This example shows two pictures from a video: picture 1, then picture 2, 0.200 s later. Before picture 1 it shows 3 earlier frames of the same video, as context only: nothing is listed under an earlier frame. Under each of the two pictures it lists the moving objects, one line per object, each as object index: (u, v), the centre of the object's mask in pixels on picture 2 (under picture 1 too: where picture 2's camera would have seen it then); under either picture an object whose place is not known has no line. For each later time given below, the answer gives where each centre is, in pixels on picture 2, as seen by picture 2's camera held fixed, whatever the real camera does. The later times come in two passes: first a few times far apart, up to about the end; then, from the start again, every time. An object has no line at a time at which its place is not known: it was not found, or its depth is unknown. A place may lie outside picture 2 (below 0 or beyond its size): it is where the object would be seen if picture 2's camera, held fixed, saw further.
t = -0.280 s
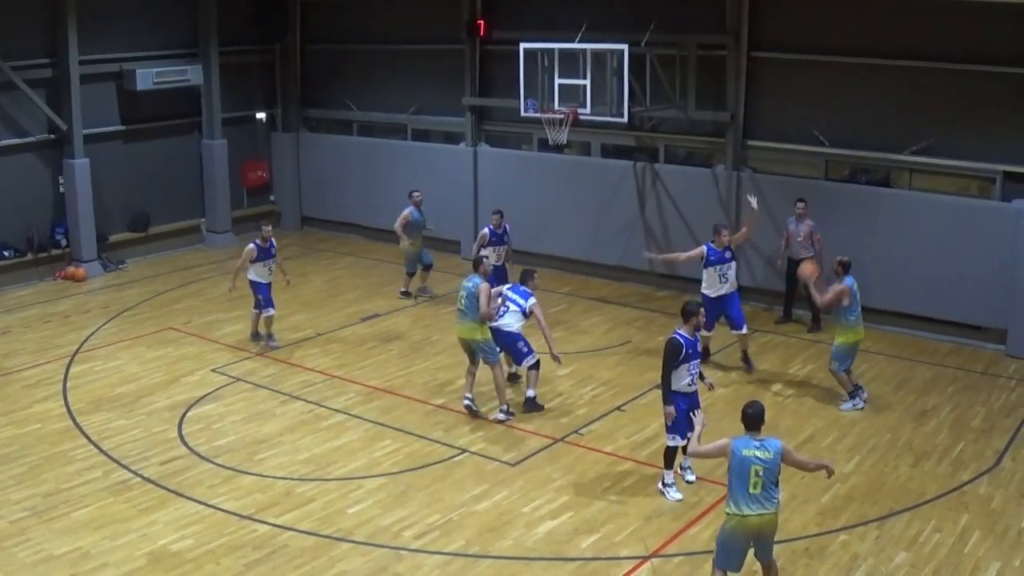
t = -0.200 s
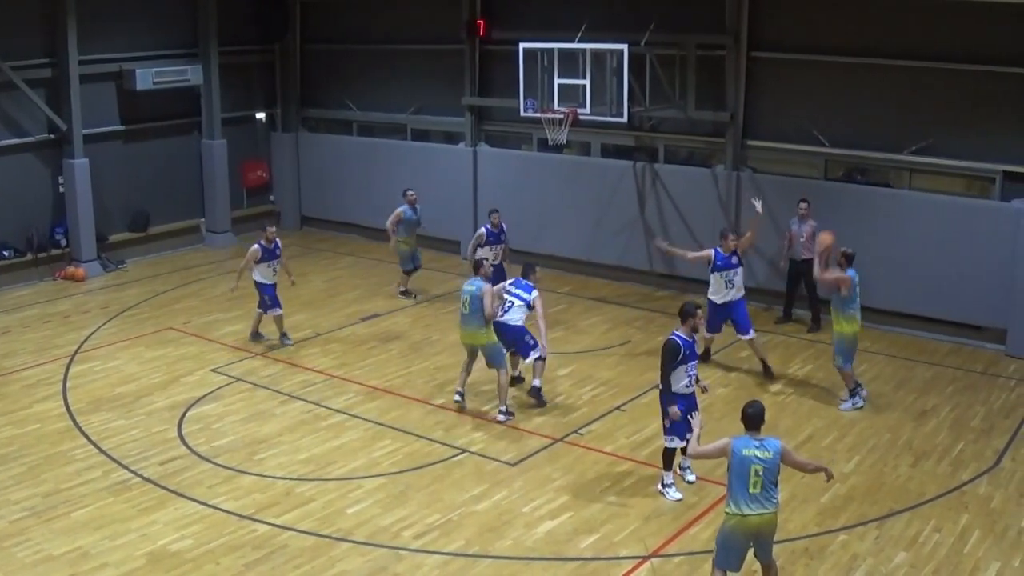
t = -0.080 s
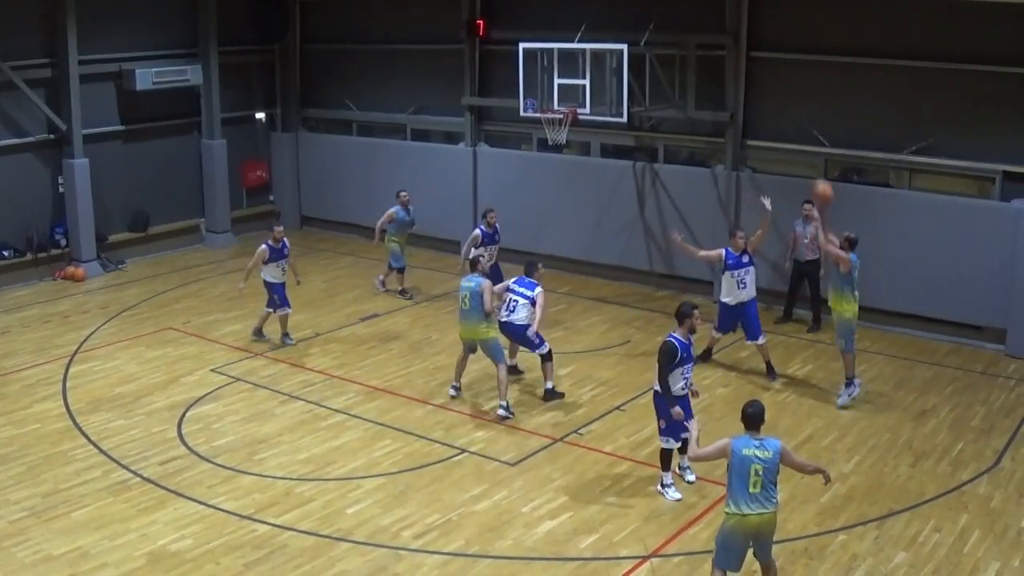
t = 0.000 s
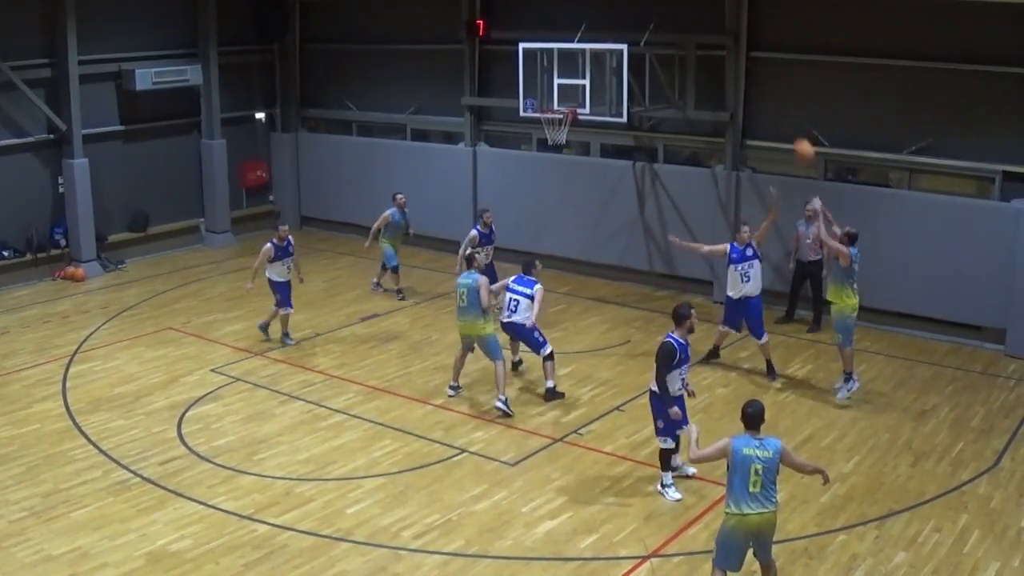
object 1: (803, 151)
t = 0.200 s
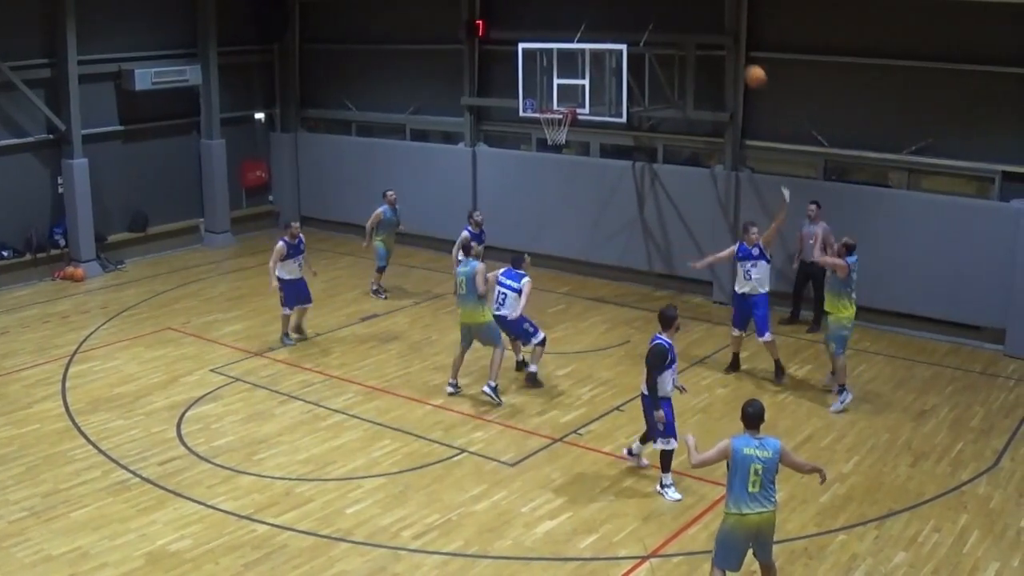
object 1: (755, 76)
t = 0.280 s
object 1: (736, 56)
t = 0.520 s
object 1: (682, 29)
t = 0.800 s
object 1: (626, 54)
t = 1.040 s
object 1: (578, 118)
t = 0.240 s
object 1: (745, 65)
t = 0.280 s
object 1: (736, 56)
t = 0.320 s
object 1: (727, 48)
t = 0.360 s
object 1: (718, 41)
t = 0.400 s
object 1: (709, 36)
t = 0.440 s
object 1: (700, 32)
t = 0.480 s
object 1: (691, 30)
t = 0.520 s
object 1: (682, 29)
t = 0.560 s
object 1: (674, 29)
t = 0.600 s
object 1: (666, 30)
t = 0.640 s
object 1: (657, 32)
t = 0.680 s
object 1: (649, 36)
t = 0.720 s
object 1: (641, 41)
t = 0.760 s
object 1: (633, 47)
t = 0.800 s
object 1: (626, 54)
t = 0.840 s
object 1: (616, 62)
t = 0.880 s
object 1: (608, 70)
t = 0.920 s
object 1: (600, 81)
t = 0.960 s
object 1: (593, 92)
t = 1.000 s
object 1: (585, 105)
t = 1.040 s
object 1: (578, 118)
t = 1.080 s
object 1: (571, 132)
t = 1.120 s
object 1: (565, 145)
